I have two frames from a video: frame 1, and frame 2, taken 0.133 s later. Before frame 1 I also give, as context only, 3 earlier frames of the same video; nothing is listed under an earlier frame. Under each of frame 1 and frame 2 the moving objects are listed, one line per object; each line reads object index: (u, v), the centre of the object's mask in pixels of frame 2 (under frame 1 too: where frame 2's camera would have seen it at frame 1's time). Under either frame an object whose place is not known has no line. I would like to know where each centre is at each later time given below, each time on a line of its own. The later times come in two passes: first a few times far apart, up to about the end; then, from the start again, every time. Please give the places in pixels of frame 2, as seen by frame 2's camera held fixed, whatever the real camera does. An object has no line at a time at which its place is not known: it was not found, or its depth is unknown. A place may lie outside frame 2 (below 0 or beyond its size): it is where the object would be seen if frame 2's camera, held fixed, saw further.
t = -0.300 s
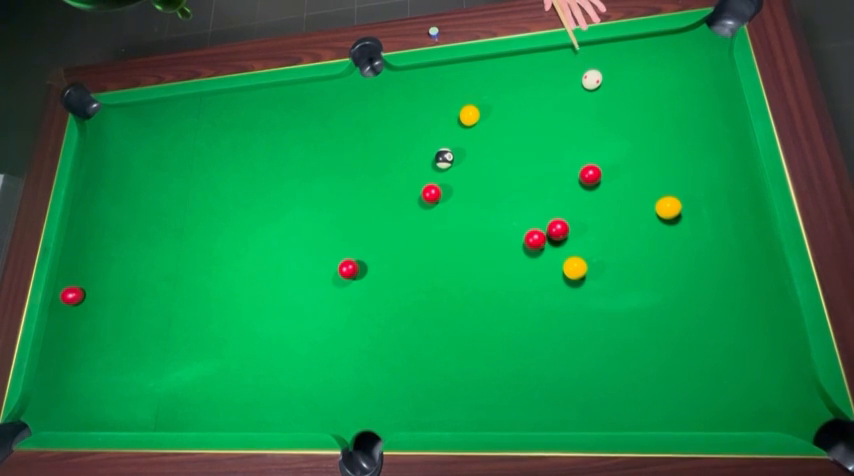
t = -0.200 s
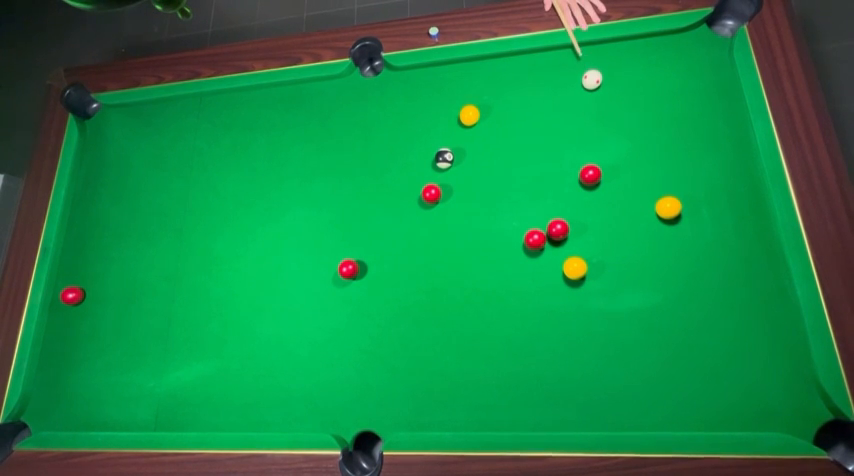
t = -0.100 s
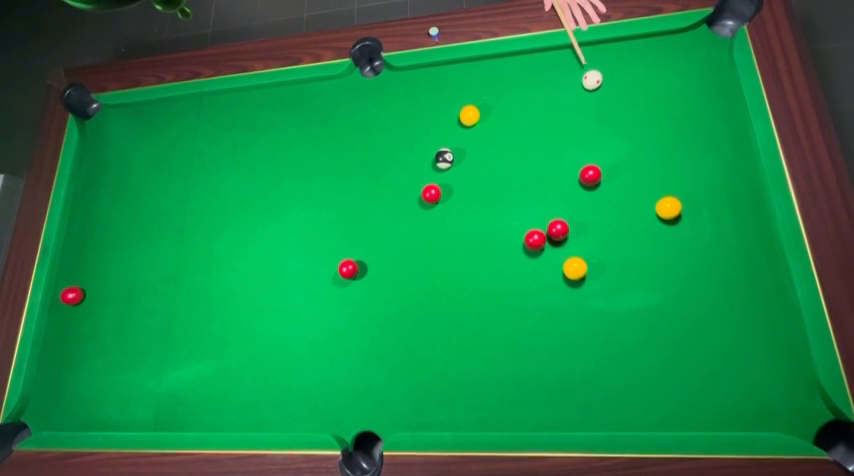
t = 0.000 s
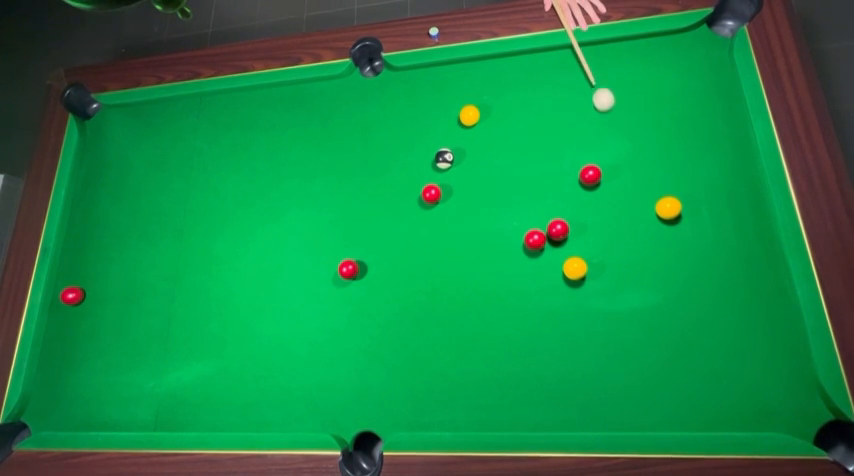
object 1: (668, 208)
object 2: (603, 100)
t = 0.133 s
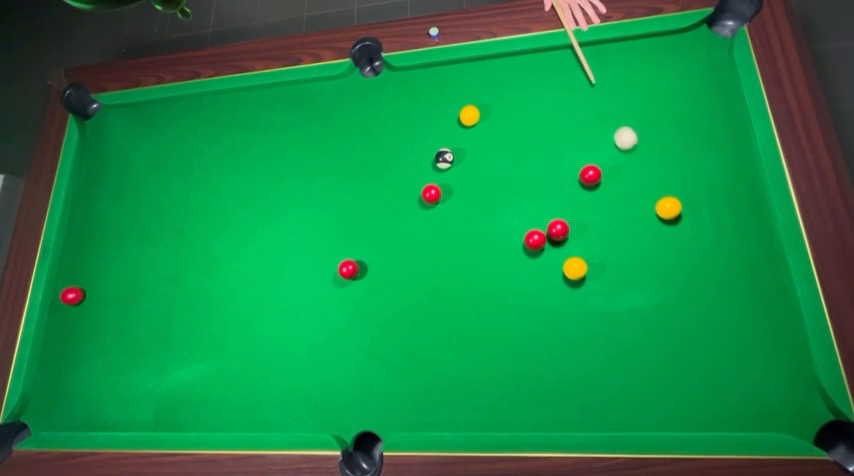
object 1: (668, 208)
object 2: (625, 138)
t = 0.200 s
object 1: (668, 208)
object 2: (636, 158)
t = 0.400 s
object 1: (683, 229)
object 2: (652, 195)
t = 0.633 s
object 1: (715, 271)
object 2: (652, 210)
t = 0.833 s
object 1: (742, 308)
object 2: (652, 221)
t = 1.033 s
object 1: (769, 344)
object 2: (653, 229)
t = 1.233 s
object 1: (795, 380)
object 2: (654, 236)
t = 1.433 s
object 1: (821, 417)
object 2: (654, 239)
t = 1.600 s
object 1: (833, 443)
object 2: (655, 240)
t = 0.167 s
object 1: (668, 208)
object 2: (631, 148)
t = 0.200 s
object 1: (668, 208)
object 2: (636, 158)
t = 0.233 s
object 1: (668, 208)
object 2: (642, 169)
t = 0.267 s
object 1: (668, 208)
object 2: (648, 179)
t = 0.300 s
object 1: (668, 208)
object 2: (653, 189)
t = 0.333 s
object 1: (673, 215)
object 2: (653, 191)
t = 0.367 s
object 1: (679, 222)
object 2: (653, 193)
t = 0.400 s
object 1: (683, 229)
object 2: (652, 195)
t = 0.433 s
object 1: (688, 235)
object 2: (652, 197)
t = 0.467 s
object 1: (692, 241)
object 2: (652, 199)
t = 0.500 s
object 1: (697, 247)
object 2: (652, 202)
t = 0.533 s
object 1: (701, 253)
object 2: (652, 204)
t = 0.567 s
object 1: (706, 259)
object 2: (652, 206)
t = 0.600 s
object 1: (710, 265)
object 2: (652, 208)
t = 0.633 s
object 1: (715, 271)
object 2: (652, 210)
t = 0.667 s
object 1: (719, 277)
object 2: (652, 212)
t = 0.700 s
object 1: (724, 284)
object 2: (652, 214)
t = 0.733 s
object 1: (728, 289)
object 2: (652, 216)
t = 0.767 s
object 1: (733, 296)
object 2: (652, 217)
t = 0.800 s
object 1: (737, 301)
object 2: (652, 219)
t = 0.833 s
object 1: (742, 308)
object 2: (652, 221)
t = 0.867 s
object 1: (746, 314)
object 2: (653, 223)
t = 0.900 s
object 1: (751, 320)
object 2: (653, 224)
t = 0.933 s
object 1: (755, 326)
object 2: (653, 225)
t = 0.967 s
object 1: (760, 332)
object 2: (653, 227)
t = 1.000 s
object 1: (764, 338)
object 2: (653, 228)
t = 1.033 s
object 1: (769, 344)
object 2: (653, 229)
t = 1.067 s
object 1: (773, 350)
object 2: (653, 231)
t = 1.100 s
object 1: (777, 356)
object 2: (653, 232)
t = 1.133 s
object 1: (782, 362)
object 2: (653, 233)
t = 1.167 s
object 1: (786, 368)
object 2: (653, 234)
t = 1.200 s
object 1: (791, 374)
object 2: (654, 235)
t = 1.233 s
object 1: (795, 380)
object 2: (654, 236)
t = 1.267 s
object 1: (800, 386)
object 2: (654, 236)
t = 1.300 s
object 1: (804, 392)
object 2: (654, 237)
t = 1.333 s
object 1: (809, 398)
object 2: (654, 238)
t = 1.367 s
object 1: (813, 404)
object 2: (654, 239)
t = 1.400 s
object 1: (817, 410)
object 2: (654, 239)
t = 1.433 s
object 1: (821, 417)
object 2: (654, 239)
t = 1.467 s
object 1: (826, 423)
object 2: (654, 239)
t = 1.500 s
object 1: (830, 428)
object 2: (655, 240)
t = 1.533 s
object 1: (833, 434)
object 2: (655, 240)
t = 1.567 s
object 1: (834, 439)
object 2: (655, 240)
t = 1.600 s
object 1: (833, 443)
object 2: (655, 240)
